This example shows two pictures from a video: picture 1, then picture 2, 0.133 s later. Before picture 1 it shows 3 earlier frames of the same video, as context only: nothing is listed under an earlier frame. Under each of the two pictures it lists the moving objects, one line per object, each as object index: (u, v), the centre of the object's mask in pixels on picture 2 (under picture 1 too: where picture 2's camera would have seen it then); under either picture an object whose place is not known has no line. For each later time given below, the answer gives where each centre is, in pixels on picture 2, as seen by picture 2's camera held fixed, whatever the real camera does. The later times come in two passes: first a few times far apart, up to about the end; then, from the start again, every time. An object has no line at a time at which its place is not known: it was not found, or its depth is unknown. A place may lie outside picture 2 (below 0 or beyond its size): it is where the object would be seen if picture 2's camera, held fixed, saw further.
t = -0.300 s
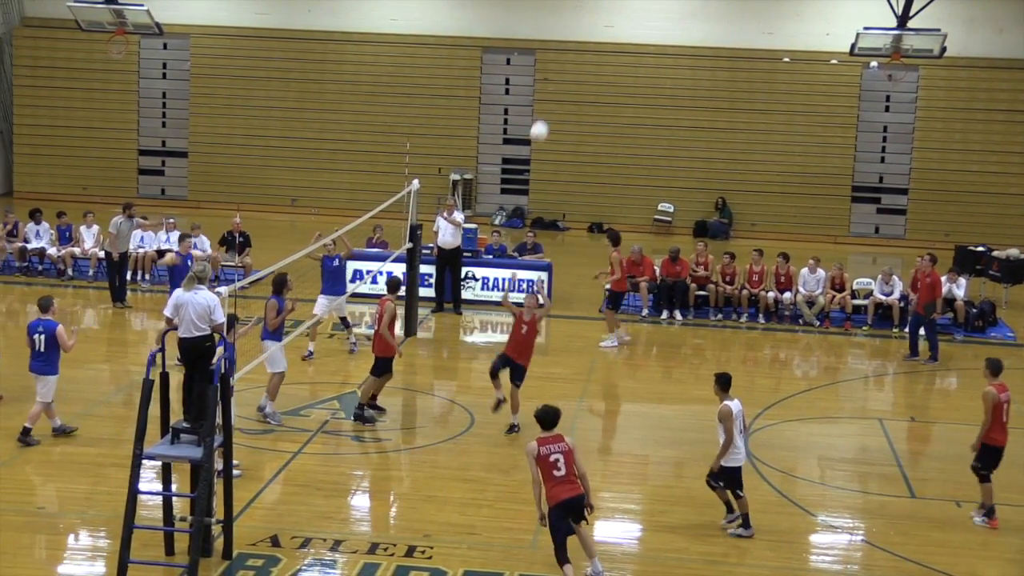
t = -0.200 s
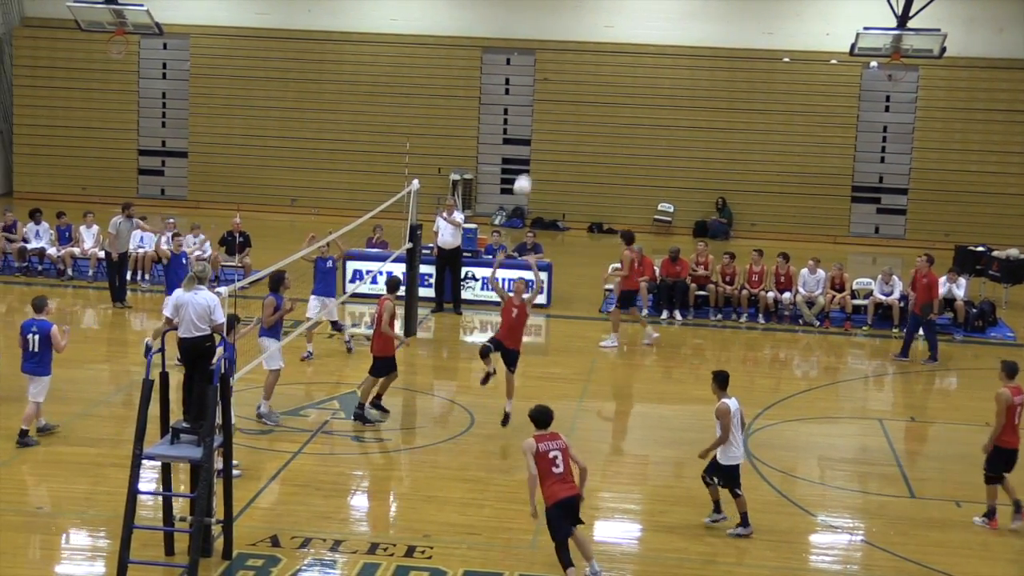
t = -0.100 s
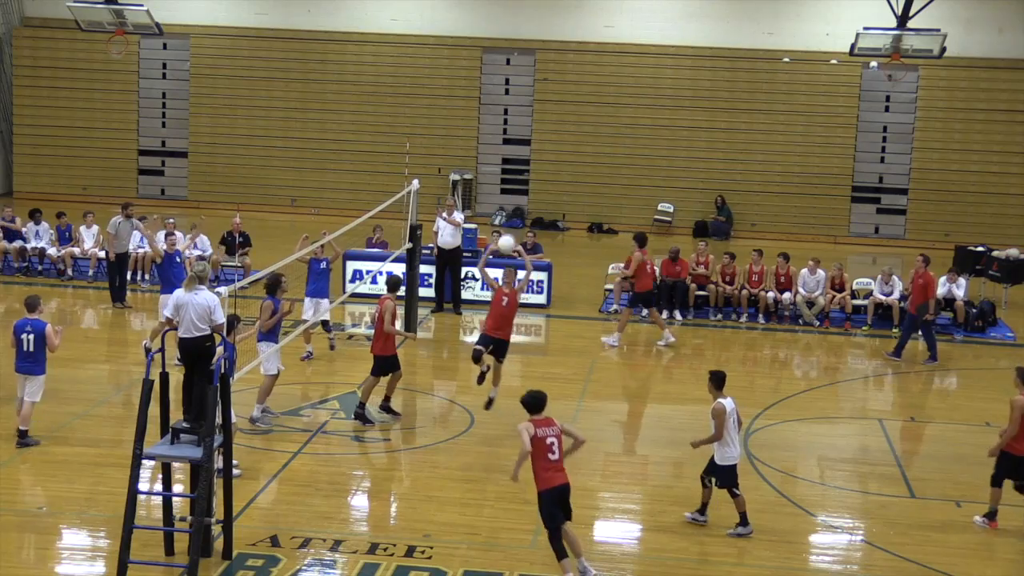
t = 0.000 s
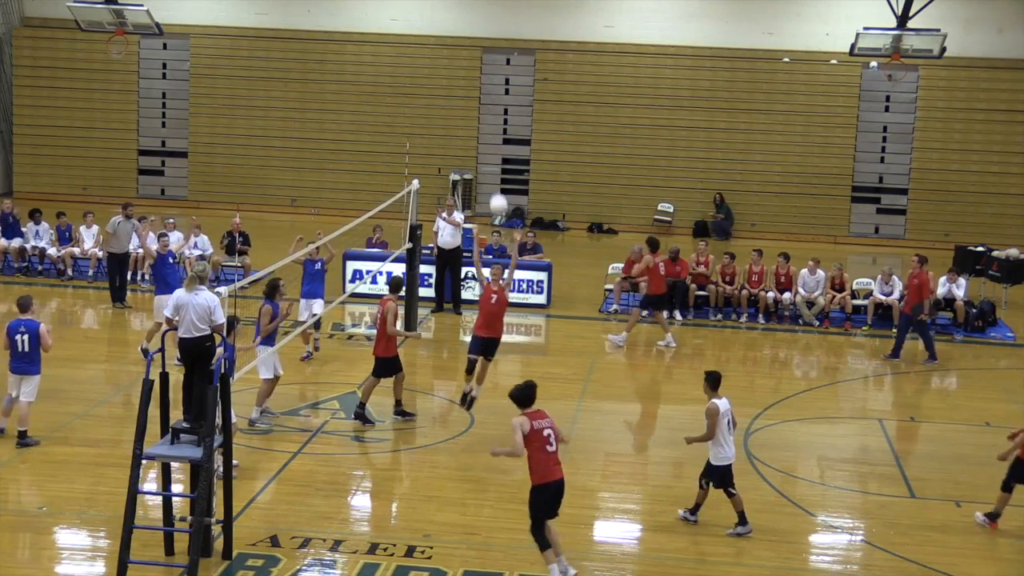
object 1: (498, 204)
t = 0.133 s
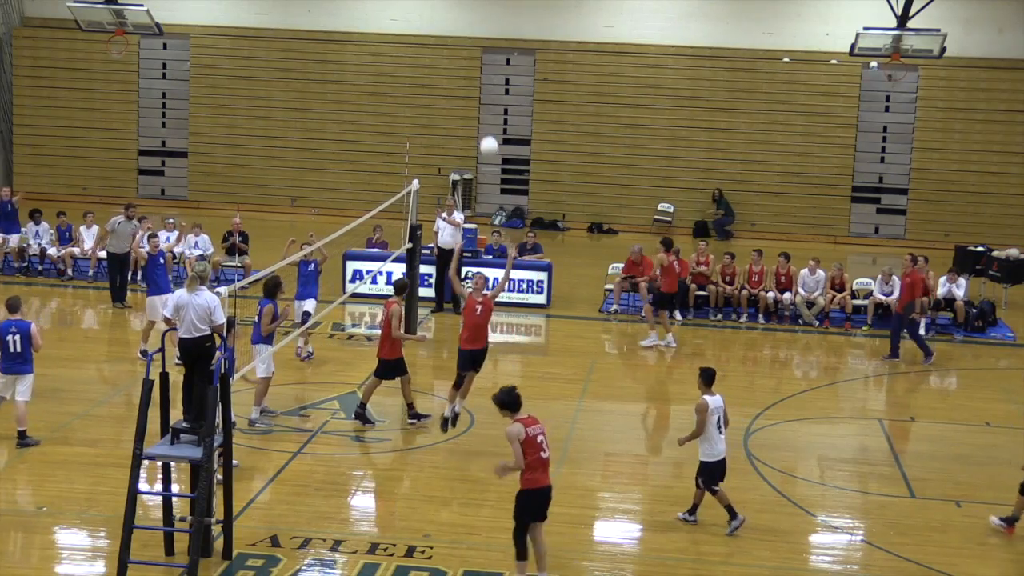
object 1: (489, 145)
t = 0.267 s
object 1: (479, 103)
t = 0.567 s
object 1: (455, 58)
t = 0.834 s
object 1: (430, 89)
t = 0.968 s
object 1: (417, 130)
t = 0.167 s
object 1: (487, 134)
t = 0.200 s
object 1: (484, 123)
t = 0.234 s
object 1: (481, 112)
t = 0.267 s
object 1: (479, 103)
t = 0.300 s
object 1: (476, 94)
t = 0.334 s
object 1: (474, 86)
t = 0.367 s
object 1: (471, 79)
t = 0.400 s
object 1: (469, 73)
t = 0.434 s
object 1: (466, 68)
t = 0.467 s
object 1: (463, 64)
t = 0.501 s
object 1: (460, 61)
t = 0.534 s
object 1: (458, 59)
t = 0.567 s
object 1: (455, 58)
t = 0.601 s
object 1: (452, 58)
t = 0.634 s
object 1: (449, 59)
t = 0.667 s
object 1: (446, 62)
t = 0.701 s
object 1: (443, 65)
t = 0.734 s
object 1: (440, 69)
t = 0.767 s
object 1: (437, 74)
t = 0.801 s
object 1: (433, 81)
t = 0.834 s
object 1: (430, 89)
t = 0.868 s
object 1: (427, 97)
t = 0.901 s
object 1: (423, 106)
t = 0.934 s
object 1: (420, 118)
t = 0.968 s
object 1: (417, 130)
